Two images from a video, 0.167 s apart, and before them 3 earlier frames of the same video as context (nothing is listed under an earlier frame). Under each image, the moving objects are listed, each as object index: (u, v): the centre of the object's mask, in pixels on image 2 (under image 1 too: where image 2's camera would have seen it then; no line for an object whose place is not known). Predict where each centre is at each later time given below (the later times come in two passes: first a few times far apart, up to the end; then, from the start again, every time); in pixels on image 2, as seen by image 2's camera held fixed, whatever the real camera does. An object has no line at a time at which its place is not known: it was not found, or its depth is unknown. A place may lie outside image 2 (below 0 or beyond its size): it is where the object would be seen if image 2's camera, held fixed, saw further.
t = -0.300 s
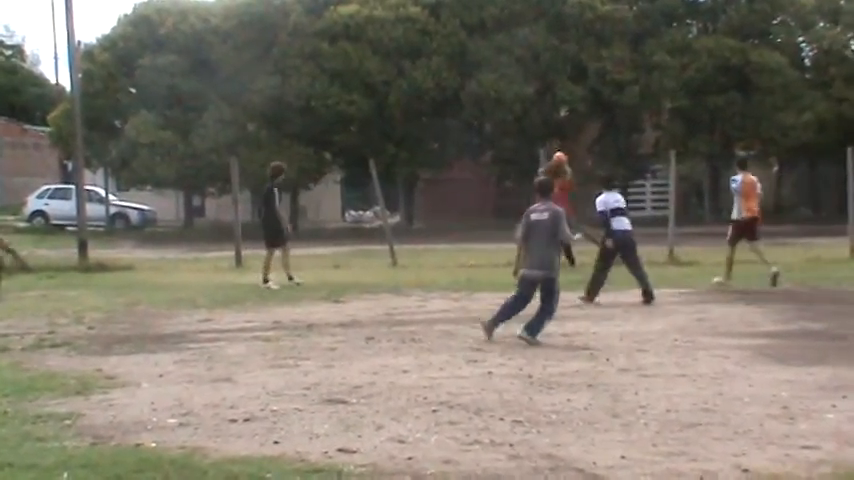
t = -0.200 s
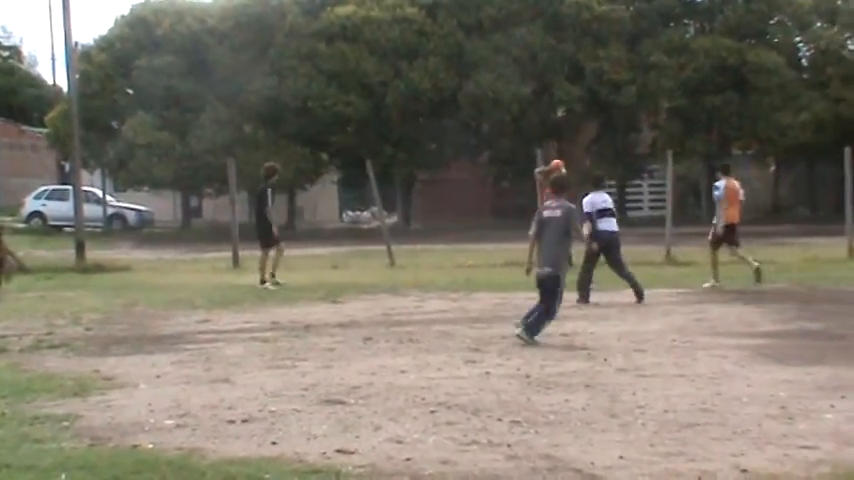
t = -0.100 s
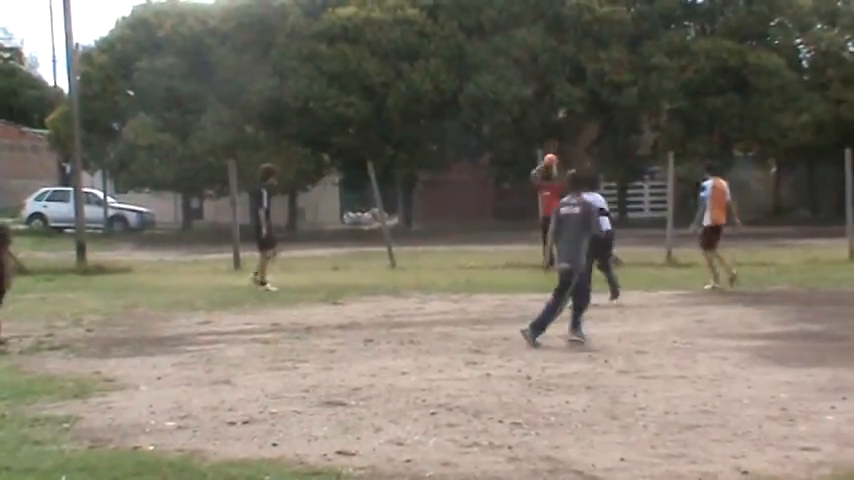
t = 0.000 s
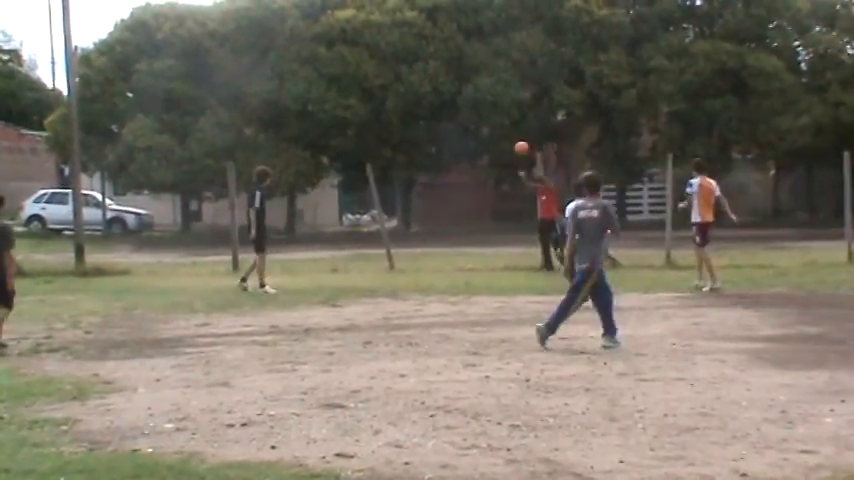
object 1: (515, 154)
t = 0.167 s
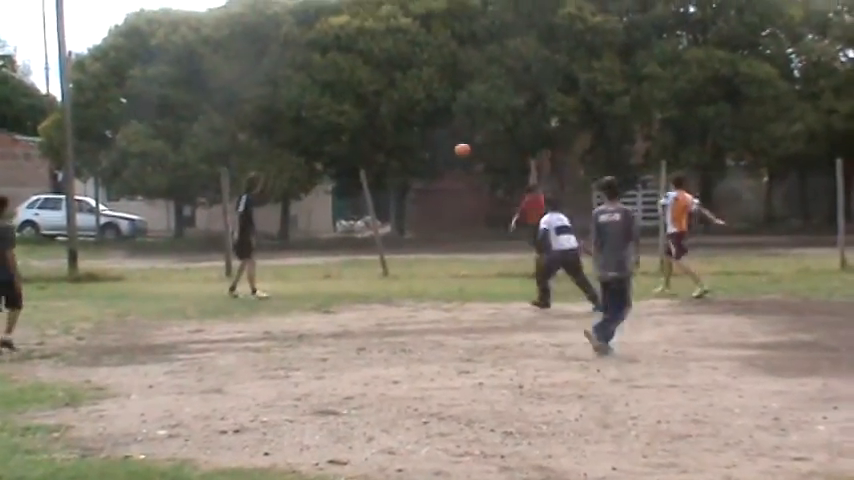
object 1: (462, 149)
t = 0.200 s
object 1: (451, 151)
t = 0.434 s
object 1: (370, 186)
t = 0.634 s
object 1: (293, 257)
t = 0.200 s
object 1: (451, 151)
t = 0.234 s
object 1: (440, 153)
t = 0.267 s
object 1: (429, 157)
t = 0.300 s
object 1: (417, 161)
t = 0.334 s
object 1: (405, 166)
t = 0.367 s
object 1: (394, 171)
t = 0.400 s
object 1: (382, 179)
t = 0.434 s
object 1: (370, 186)
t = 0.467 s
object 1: (356, 194)
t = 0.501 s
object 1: (345, 205)
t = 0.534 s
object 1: (332, 218)
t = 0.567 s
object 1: (319, 230)
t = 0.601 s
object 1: (307, 241)
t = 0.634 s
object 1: (293, 257)
